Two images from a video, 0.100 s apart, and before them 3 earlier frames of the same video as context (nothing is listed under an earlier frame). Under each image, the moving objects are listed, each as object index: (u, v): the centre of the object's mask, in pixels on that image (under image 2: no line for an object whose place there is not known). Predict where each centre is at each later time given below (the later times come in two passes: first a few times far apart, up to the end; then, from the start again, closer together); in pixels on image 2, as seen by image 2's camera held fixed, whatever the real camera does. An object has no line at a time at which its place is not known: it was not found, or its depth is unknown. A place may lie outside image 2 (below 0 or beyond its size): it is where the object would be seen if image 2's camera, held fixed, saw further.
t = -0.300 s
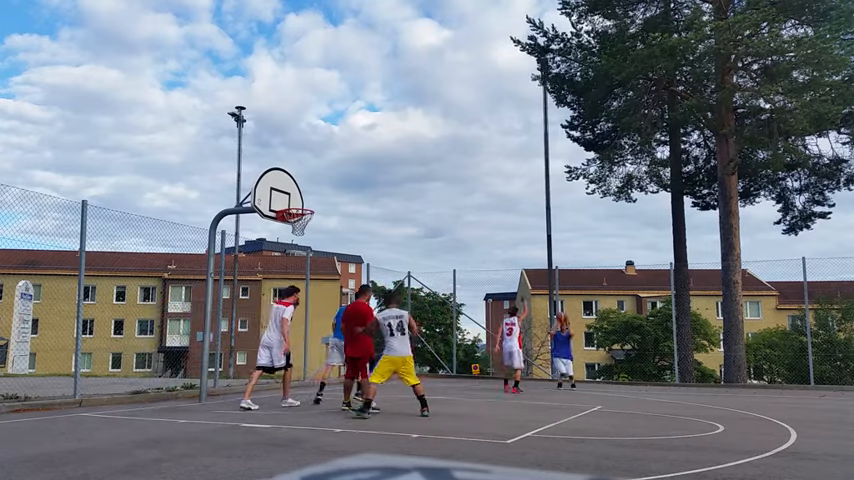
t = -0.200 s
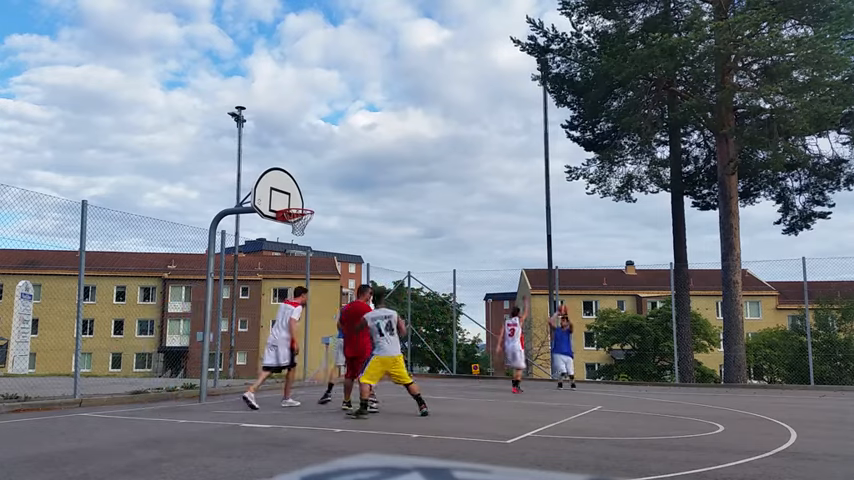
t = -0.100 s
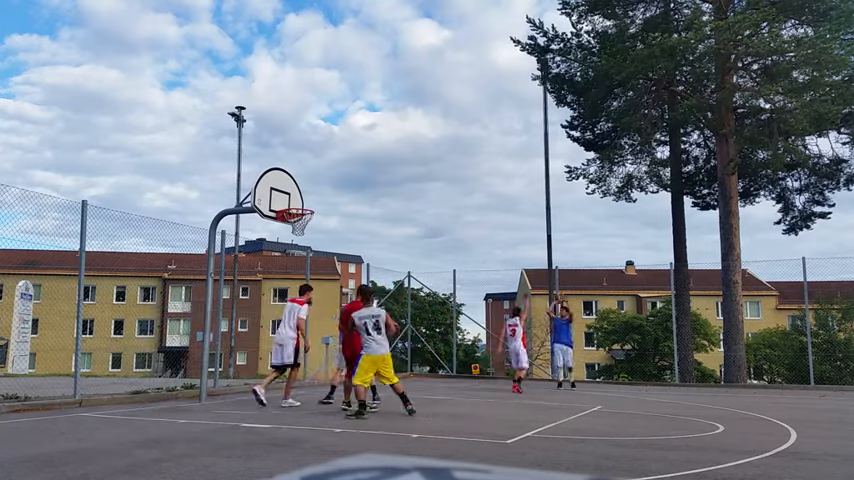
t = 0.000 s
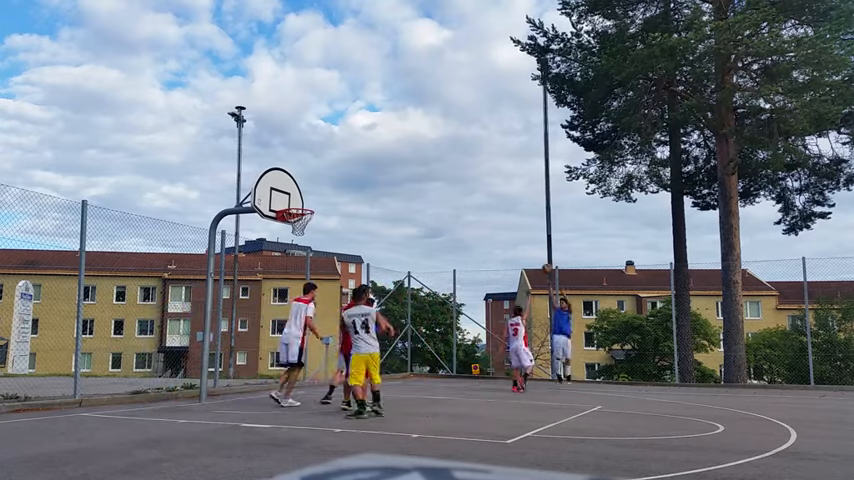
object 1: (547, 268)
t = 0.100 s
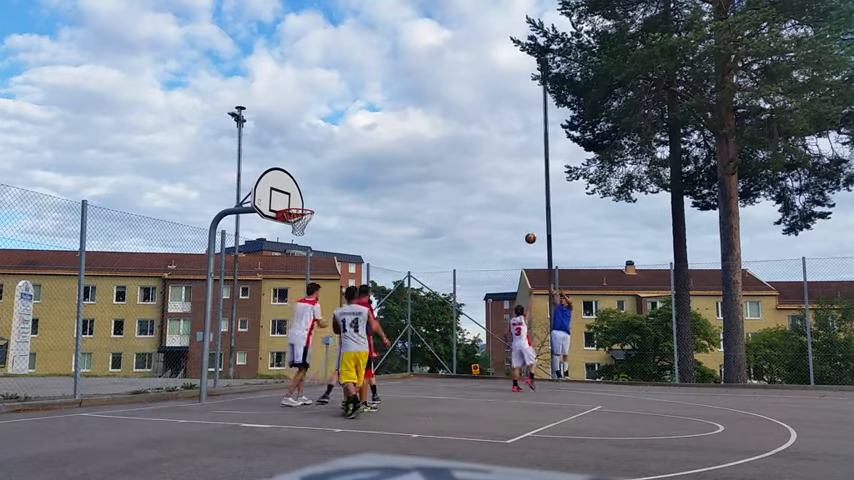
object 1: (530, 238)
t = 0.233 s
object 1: (507, 204)
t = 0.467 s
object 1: (465, 158)
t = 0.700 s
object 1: (419, 134)
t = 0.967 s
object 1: (360, 139)
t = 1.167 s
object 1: (310, 169)
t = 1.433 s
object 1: (296, 181)
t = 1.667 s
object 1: (322, 157)
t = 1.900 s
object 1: (349, 167)
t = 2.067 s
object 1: (370, 198)
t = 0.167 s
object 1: (519, 220)
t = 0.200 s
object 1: (513, 212)
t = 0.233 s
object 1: (507, 204)
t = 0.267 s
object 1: (501, 196)
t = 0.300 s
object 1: (495, 188)
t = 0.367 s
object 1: (483, 175)
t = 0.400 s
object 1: (477, 169)
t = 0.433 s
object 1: (471, 163)
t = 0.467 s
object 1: (465, 158)
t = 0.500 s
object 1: (459, 153)
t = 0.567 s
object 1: (446, 145)
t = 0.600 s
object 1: (439, 141)
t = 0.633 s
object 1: (433, 139)
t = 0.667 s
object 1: (426, 136)
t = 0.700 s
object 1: (419, 134)
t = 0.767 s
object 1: (405, 132)
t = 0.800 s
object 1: (398, 132)
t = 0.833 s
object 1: (391, 132)
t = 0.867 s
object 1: (384, 133)
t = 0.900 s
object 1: (376, 134)
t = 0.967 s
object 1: (360, 139)
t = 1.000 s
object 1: (352, 142)
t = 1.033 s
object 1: (344, 146)
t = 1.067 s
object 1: (336, 150)
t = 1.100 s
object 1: (327, 156)
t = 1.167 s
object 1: (310, 169)
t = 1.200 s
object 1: (301, 176)
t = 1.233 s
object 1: (291, 185)
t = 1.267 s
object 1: (284, 193)
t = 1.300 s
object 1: (284, 199)
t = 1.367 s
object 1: (289, 193)
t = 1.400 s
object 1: (293, 187)
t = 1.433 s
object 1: (296, 181)
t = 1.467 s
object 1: (300, 175)
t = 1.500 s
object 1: (304, 171)
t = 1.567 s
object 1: (311, 164)
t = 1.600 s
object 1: (315, 160)
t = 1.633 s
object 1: (318, 158)
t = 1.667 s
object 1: (322, 157)
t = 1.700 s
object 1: (326, 156)
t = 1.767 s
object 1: (333, 157)
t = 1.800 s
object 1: (337, 158)
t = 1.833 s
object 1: (341, 160)
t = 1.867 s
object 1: (345, 163)
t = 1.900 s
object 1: (349, 167)
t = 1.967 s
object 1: (357, 177)
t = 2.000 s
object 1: (361, 183)
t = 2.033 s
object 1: (365, 190)
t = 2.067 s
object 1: (370, 198)
